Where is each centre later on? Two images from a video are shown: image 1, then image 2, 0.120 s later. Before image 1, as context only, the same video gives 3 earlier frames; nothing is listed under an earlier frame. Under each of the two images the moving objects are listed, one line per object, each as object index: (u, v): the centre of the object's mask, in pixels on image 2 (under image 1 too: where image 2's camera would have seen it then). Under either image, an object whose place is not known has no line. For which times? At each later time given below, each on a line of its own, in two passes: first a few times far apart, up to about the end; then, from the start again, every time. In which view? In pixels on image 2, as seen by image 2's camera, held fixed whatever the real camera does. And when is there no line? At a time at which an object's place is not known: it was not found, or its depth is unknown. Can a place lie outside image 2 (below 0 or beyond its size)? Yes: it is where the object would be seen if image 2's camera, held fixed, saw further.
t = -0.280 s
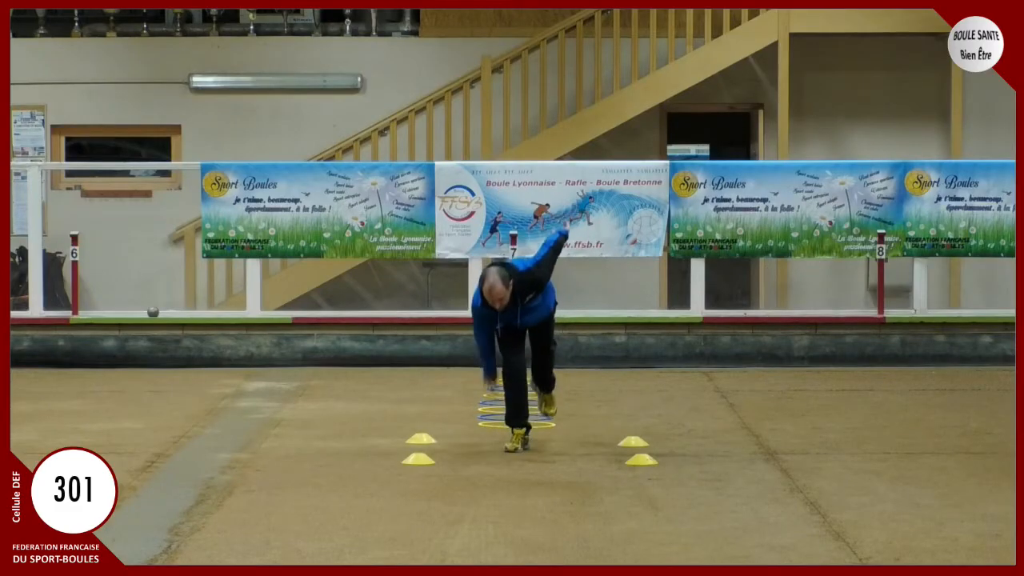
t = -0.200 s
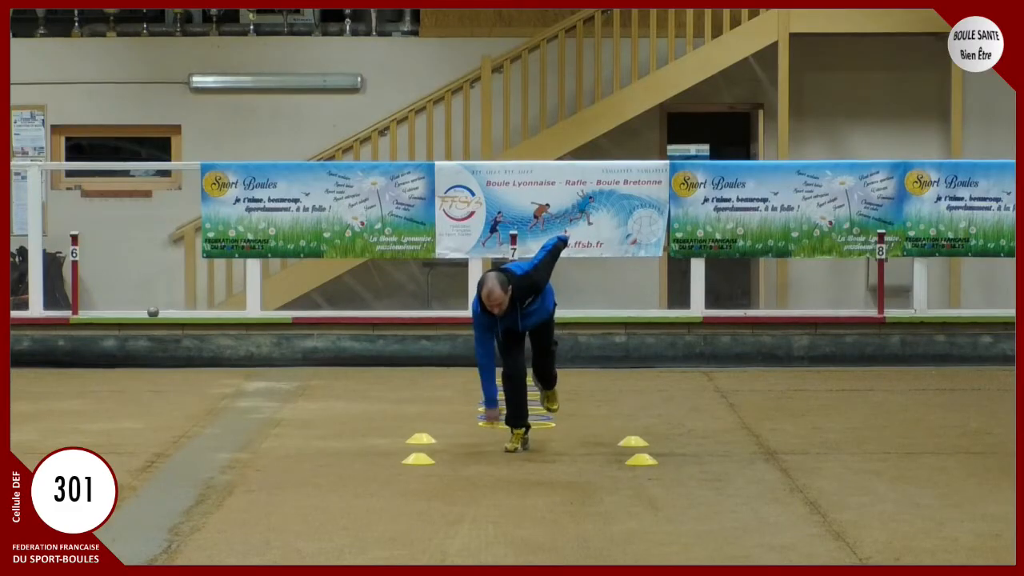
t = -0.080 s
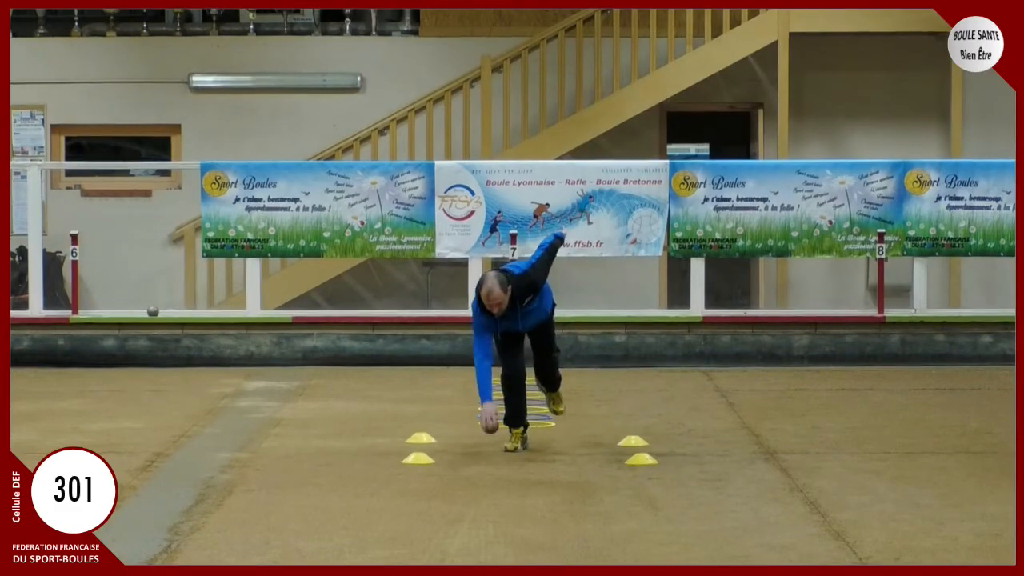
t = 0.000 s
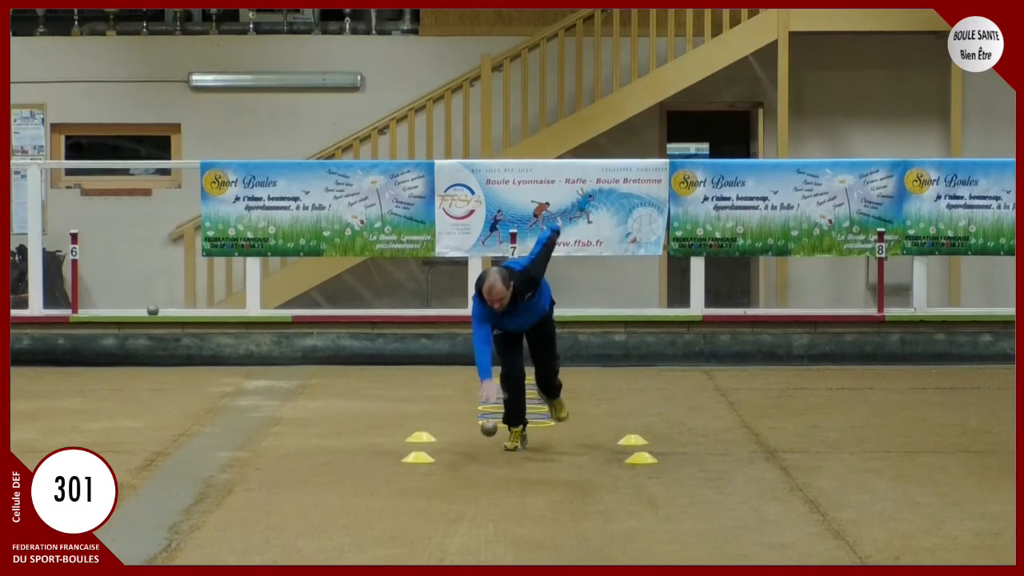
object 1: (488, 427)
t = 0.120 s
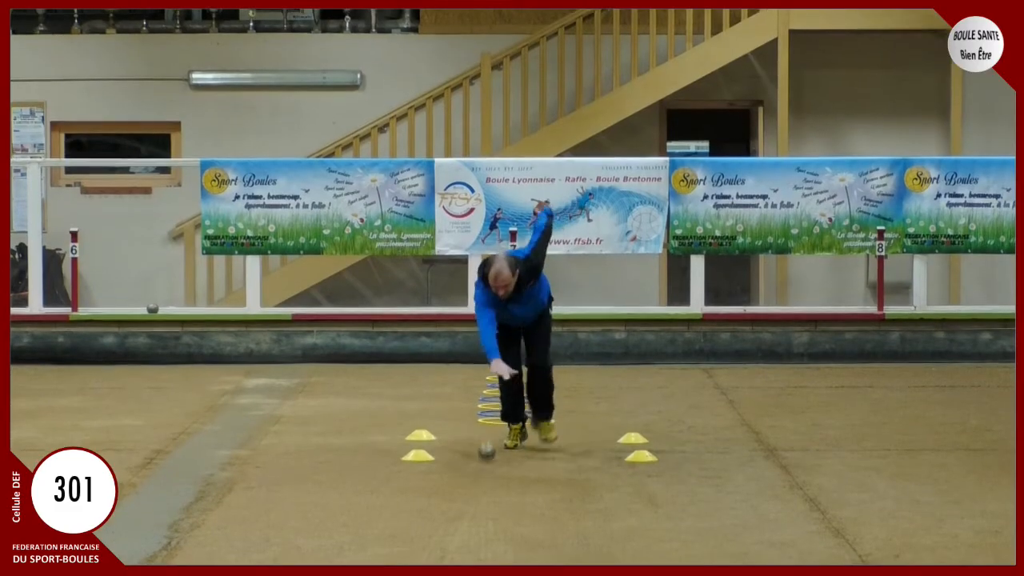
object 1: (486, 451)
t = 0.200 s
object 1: (485, 476)
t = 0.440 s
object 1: (485, 492)
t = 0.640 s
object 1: (485, 503)
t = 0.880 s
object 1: (484, 516)
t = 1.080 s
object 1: (483, 528)
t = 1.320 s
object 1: (481, 545)
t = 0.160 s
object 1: (486, 466)
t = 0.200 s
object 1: (485, 476)
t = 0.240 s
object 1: (485, 478)
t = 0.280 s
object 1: (485, 482)
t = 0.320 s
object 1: (485, 484)
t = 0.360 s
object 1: (485, 487)
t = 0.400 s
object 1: (485, 490)
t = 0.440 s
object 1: (485, 492)
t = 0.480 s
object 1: (485, 494)
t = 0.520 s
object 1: (485, 497)
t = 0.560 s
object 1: (485, 498)
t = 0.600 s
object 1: (485, 500)
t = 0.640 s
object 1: (485, 503)
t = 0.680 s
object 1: (485, 505)
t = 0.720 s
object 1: (485, 507)
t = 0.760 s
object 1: (485, 509)
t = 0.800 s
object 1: (485, 512)
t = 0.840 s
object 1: (484, 514)
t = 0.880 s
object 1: (484, 516)
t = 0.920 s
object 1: (484, 518)
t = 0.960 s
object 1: (484, 521)
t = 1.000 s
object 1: (484, 523)
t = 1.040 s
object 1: (484, 525)
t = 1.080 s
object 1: (483, 528)
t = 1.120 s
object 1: (483, 532)
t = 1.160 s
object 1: (483, 535)
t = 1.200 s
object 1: (482, 537)
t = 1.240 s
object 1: (482, 540)
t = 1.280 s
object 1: (482, 542)
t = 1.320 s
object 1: (481, 545)
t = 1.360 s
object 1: (481, 547)
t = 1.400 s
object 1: (480, 550)
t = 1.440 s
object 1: (480, 553)
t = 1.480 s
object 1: (480, 555)
